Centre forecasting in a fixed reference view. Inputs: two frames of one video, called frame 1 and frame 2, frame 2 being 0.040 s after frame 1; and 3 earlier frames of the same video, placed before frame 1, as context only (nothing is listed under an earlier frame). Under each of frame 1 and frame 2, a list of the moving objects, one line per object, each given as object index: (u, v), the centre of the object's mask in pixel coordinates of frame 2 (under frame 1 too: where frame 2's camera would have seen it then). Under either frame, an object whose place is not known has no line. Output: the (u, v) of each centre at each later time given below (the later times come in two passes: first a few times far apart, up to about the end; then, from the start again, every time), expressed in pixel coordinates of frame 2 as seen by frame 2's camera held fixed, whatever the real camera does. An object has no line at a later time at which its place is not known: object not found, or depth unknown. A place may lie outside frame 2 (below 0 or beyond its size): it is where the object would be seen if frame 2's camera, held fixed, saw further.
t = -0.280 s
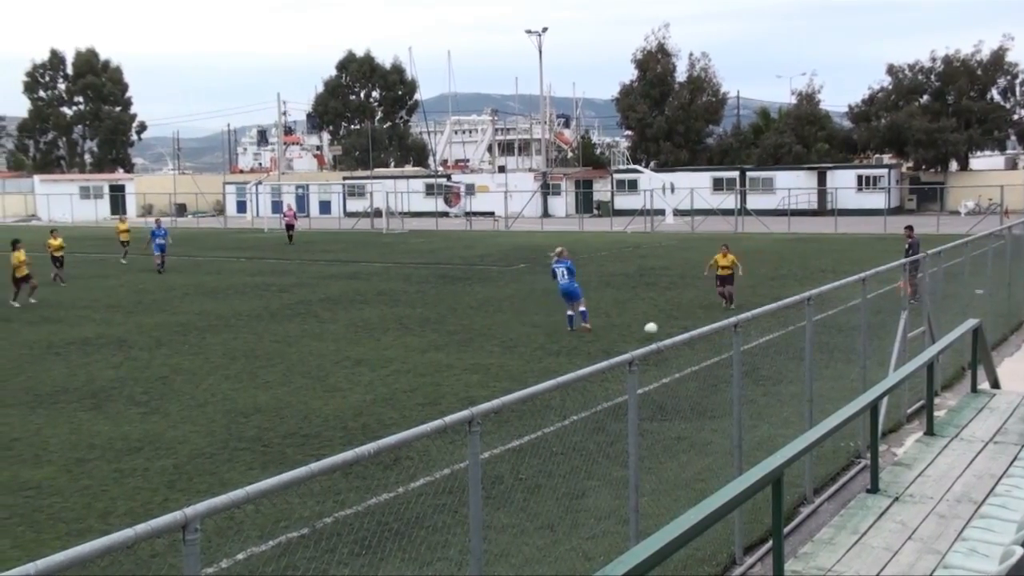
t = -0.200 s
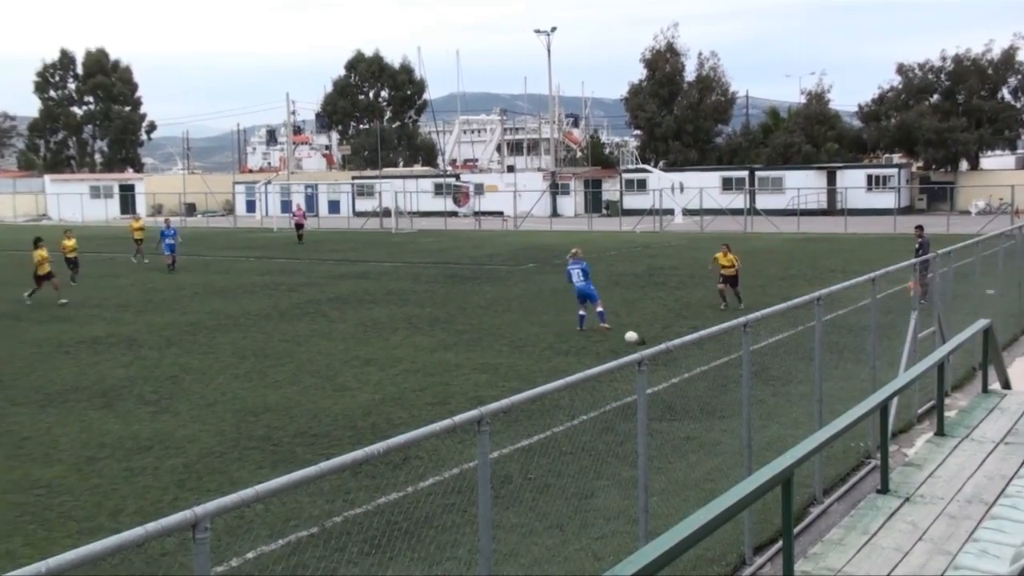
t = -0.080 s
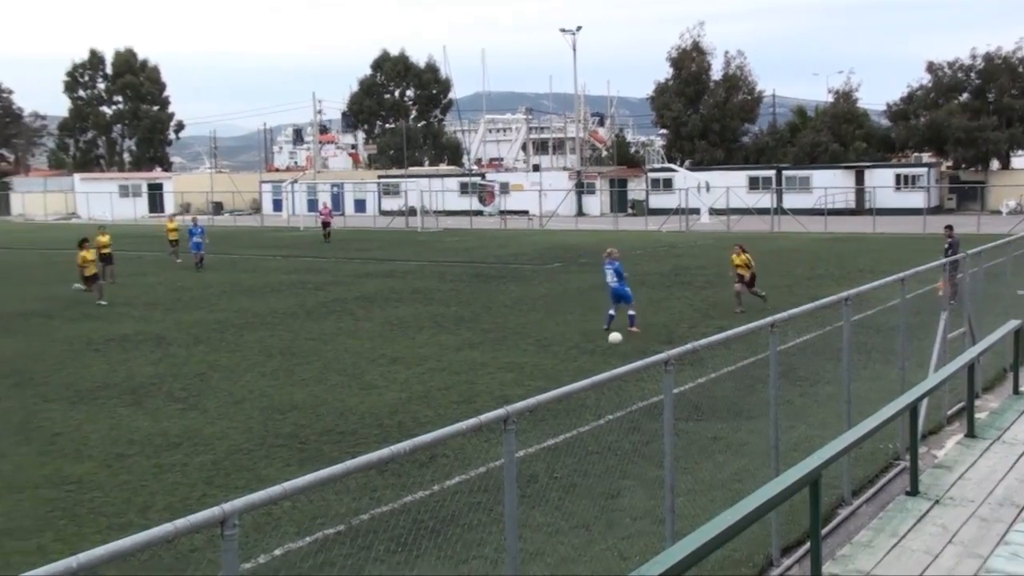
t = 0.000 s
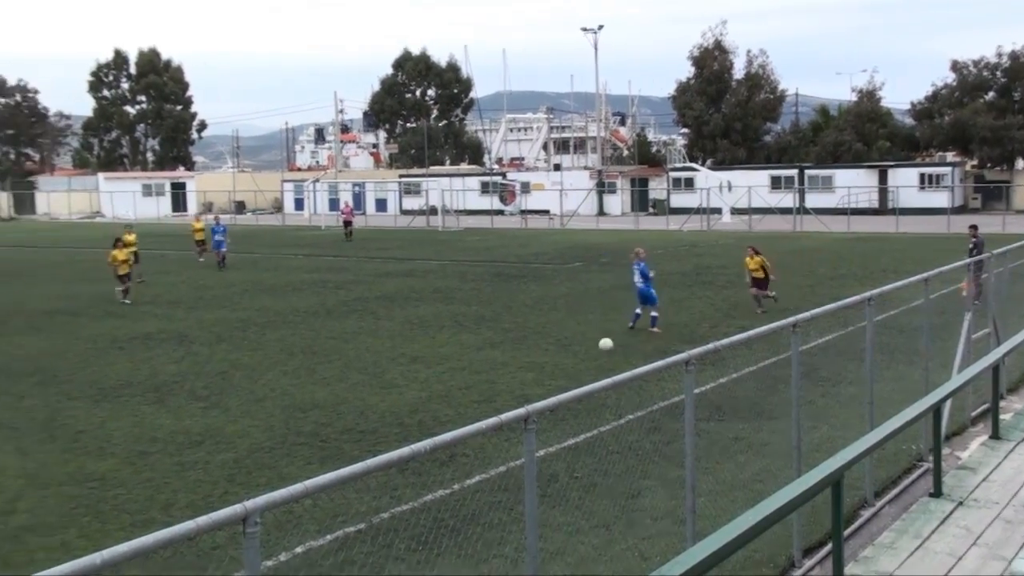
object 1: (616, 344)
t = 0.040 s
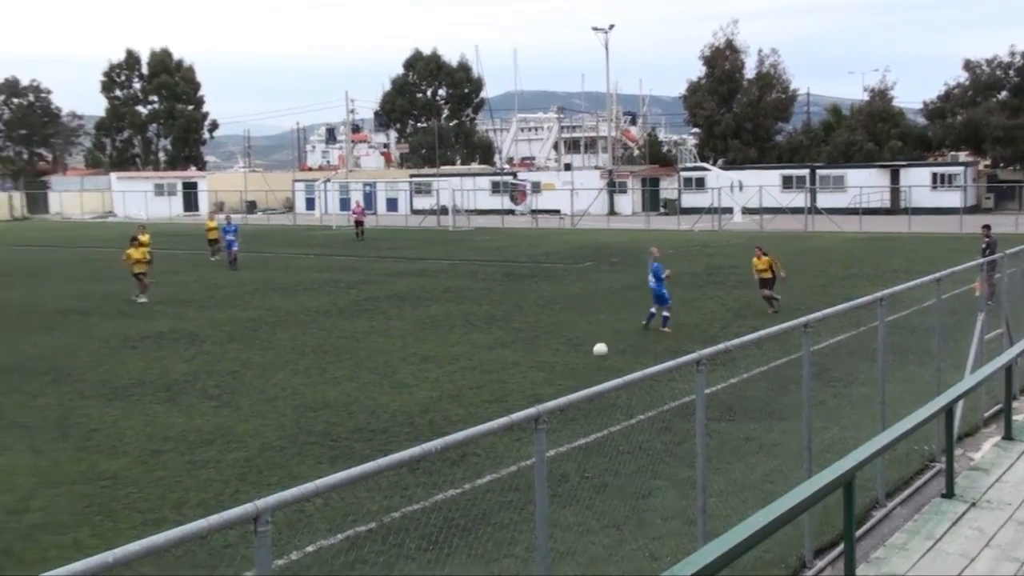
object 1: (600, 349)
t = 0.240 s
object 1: (520, 375)
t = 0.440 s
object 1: (439, 394)
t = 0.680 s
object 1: (334, 420)
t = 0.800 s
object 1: (275, 434)
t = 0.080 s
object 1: (584, 356)
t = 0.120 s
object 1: (567, 364)
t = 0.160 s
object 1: (550, 373)
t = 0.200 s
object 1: (535, 374)
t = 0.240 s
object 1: (520, 375)
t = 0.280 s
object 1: (504, 378)
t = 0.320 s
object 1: (488, 382)
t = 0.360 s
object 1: (472, 389)
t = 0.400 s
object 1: (456, 394)
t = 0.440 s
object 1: (439, 394)
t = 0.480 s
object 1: (422, 397)
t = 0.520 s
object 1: (405, 401)
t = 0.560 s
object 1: (388, 407)
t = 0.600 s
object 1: (371, 413)
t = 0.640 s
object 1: (352, 416)
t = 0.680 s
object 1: (334, 420)
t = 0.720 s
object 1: (314, 426)
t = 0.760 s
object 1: (295, 430)
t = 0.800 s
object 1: (275, 434)
